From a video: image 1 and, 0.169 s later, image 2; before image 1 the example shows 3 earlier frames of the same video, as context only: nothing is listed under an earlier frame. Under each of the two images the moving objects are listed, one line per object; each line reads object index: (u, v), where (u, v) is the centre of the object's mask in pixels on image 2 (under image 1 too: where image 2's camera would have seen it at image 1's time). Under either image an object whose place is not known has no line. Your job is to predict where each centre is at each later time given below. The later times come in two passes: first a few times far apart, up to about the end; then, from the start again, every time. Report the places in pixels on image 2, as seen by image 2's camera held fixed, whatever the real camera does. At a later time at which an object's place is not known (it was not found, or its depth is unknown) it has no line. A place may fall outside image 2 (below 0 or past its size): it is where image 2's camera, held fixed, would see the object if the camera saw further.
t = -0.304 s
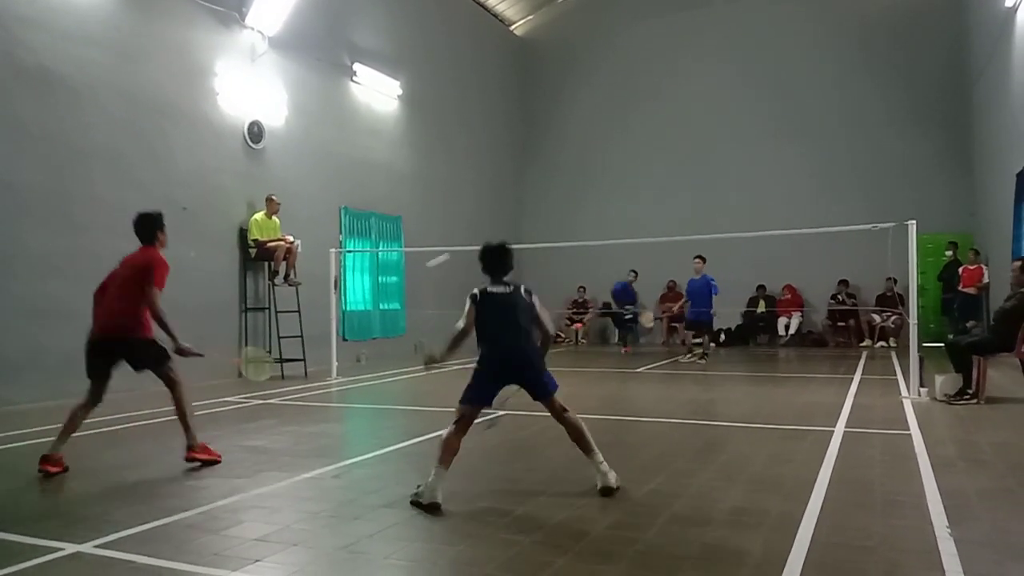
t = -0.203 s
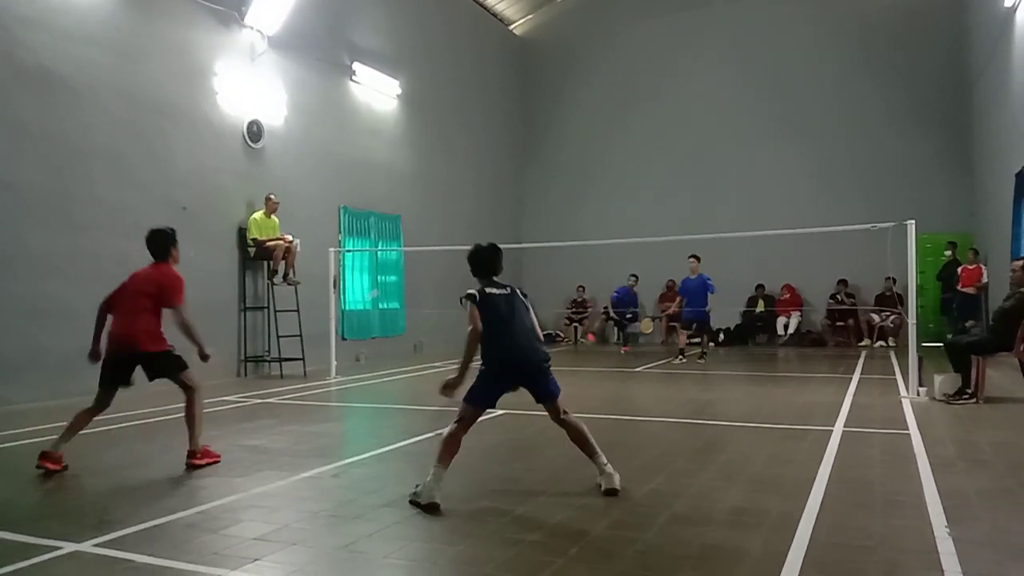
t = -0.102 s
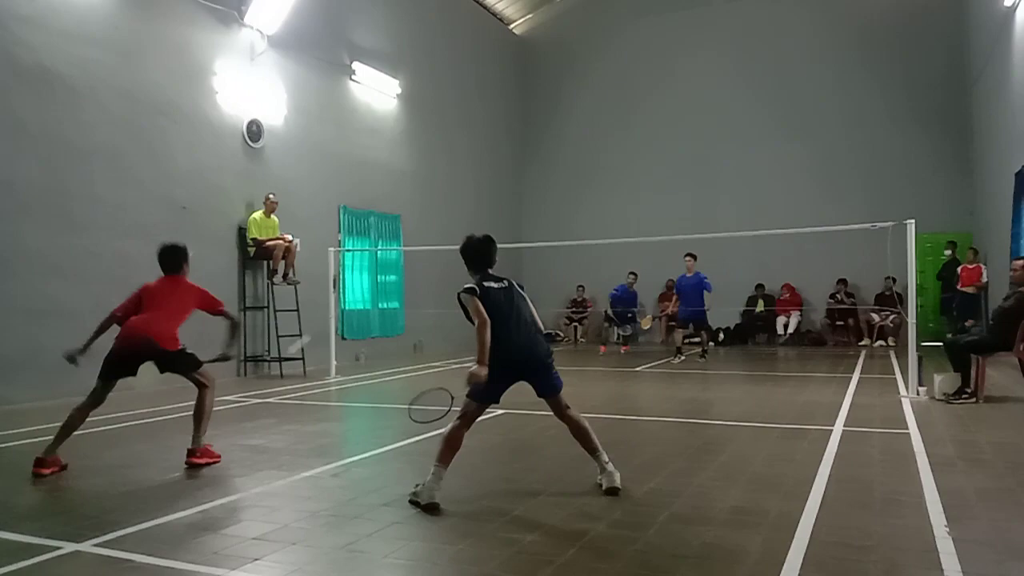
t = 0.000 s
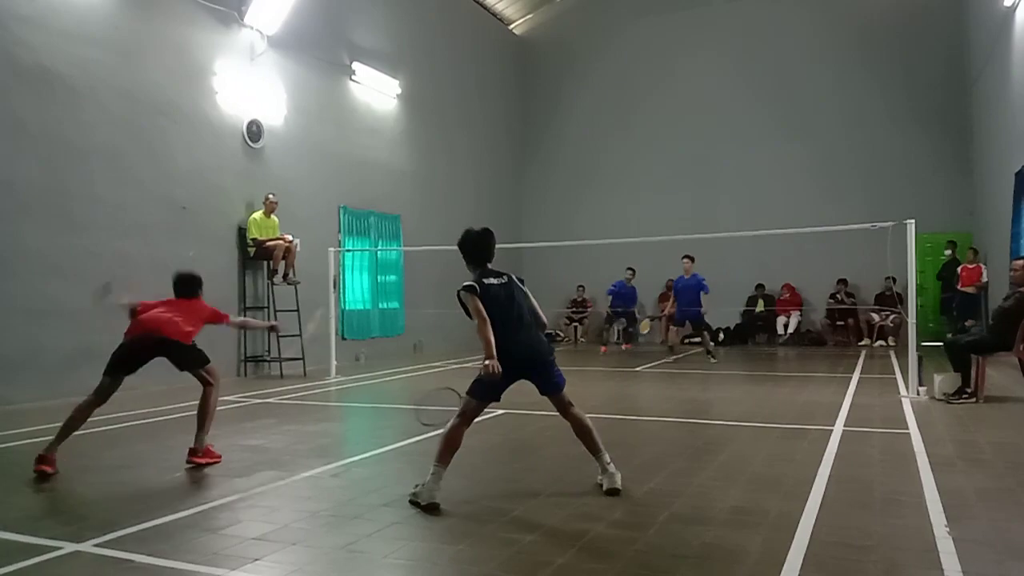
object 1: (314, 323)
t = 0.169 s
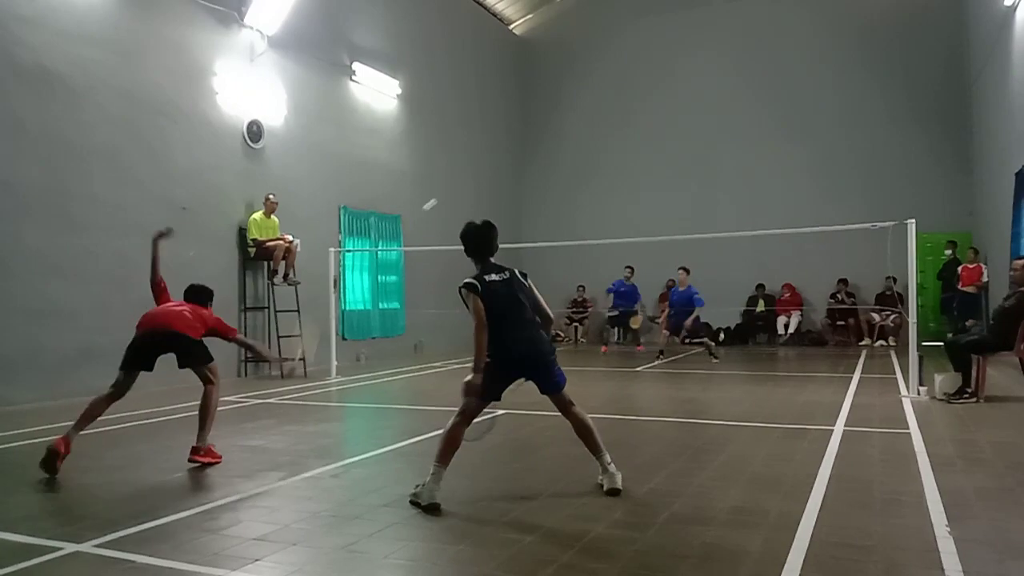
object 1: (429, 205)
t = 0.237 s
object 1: (450, 189)
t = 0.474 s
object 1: (495, 178)
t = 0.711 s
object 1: (521, 202)
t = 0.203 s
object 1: (441, 196)
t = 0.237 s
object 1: (450, 189)
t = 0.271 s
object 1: (459, 184)
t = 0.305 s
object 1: (467, 180)
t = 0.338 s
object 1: (473, 178)
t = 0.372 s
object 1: (480, 177)
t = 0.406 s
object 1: (485, 177)
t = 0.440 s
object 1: (490, 177)
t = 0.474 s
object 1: (495, 178)
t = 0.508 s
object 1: (499, 180)
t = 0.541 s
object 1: (503, 183)
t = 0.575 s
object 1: (507, 186)
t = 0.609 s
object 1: (511, 189)
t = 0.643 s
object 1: (514, 193)
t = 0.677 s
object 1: (518, 198)
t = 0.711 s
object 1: (521, 202)
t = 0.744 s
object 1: (524, 207)
